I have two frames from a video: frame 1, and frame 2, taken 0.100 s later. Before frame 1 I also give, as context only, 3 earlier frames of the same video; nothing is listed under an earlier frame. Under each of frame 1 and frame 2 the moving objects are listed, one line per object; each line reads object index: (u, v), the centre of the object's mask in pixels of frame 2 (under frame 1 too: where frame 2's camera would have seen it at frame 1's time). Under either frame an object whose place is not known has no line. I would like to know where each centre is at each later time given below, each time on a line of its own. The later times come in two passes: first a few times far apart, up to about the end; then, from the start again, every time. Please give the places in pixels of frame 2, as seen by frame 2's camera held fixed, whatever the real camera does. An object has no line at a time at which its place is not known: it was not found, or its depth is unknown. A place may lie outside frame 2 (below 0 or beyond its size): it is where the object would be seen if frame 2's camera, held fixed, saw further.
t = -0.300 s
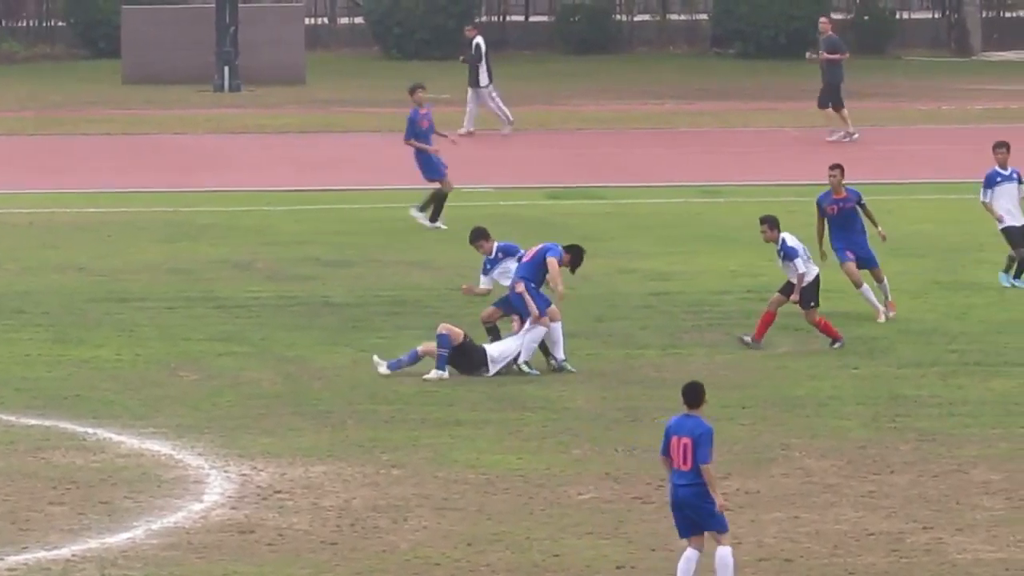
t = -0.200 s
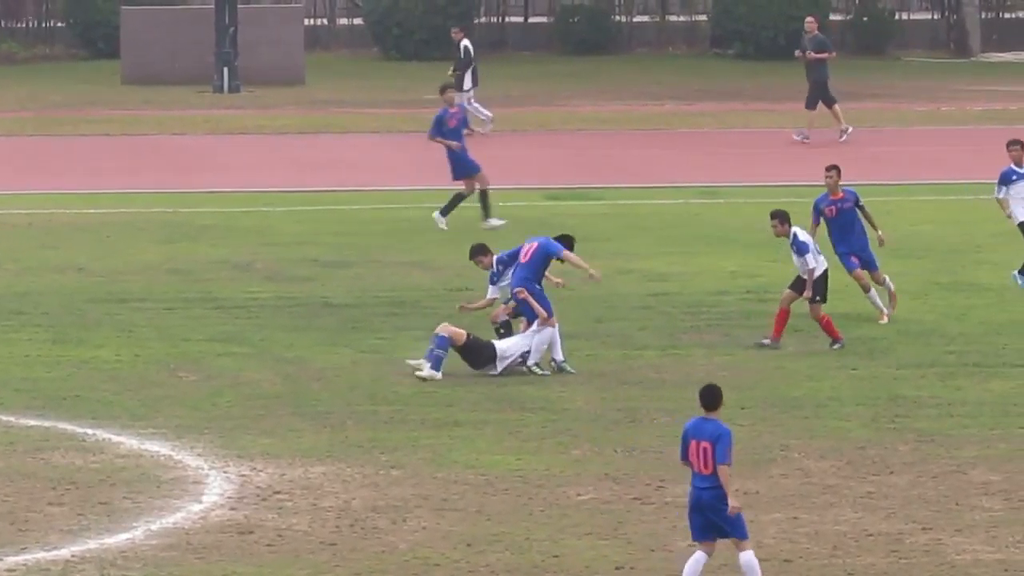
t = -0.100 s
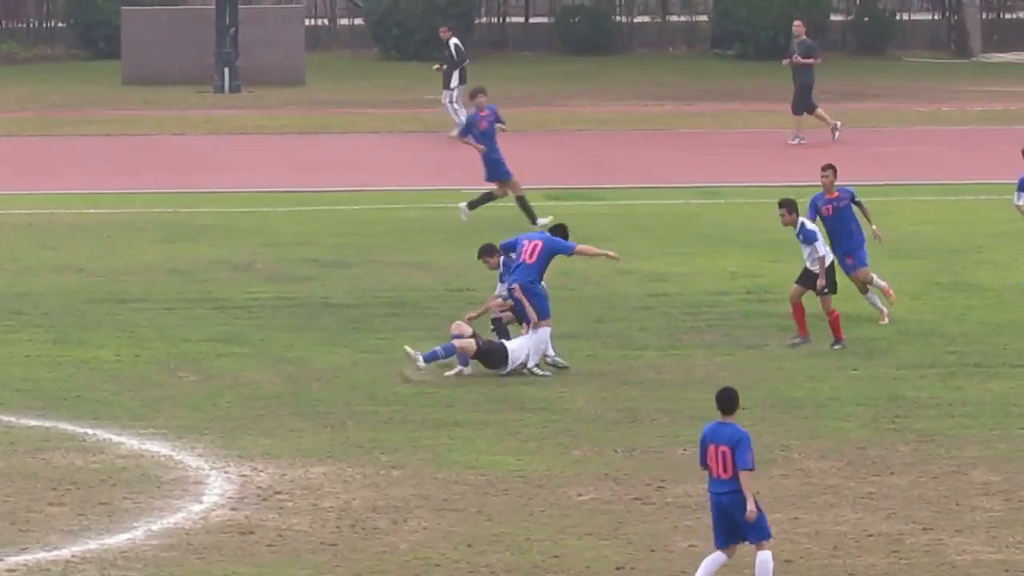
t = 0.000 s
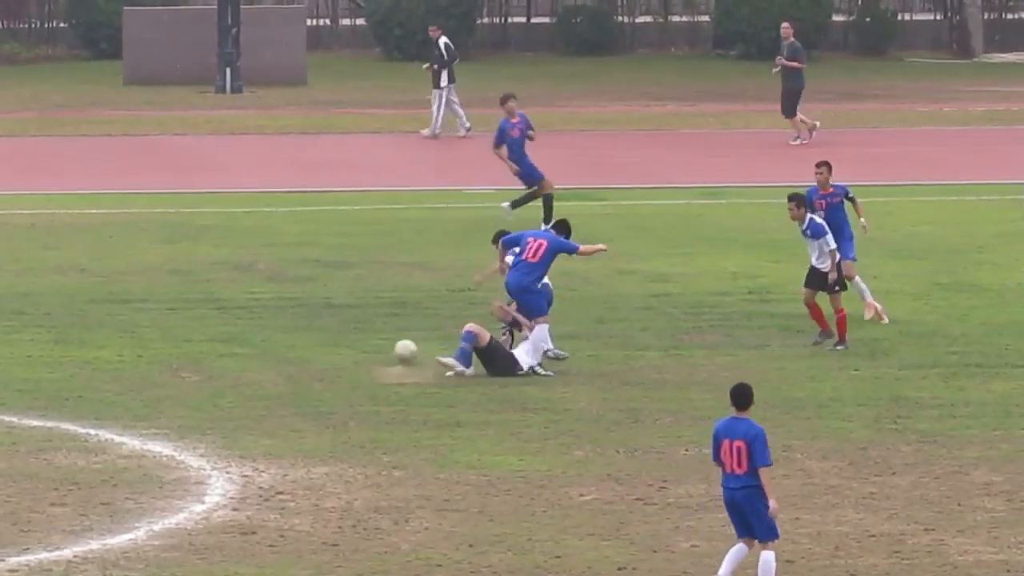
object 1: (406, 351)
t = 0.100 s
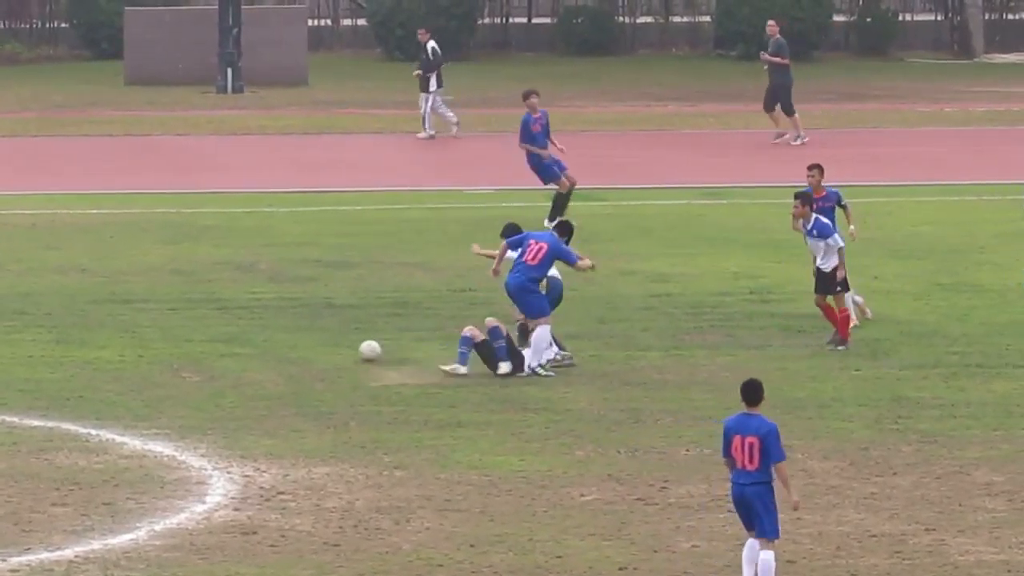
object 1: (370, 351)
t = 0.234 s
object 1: (337, 341)
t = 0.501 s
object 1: (274, 341)
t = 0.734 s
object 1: (221, 338)
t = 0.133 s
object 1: (361, 347)
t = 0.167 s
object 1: (353, 344)
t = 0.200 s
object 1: (345, 342)
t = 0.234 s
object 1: (337, 341)
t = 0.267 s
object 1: (329, 341)
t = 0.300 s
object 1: (321, 342)
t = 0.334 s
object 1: (313, 345)
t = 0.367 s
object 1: (305, 347)
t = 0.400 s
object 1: (298, 344)
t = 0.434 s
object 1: (289, 342)
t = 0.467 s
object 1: (282, 342)
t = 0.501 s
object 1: (274, 341)
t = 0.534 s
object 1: (266, 343)
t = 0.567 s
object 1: (259, 342)
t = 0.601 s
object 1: (251, 340)
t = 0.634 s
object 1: (243, 339)
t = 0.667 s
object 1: (236, 339)
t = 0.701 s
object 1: (228, 340)
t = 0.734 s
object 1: (221, 338)
